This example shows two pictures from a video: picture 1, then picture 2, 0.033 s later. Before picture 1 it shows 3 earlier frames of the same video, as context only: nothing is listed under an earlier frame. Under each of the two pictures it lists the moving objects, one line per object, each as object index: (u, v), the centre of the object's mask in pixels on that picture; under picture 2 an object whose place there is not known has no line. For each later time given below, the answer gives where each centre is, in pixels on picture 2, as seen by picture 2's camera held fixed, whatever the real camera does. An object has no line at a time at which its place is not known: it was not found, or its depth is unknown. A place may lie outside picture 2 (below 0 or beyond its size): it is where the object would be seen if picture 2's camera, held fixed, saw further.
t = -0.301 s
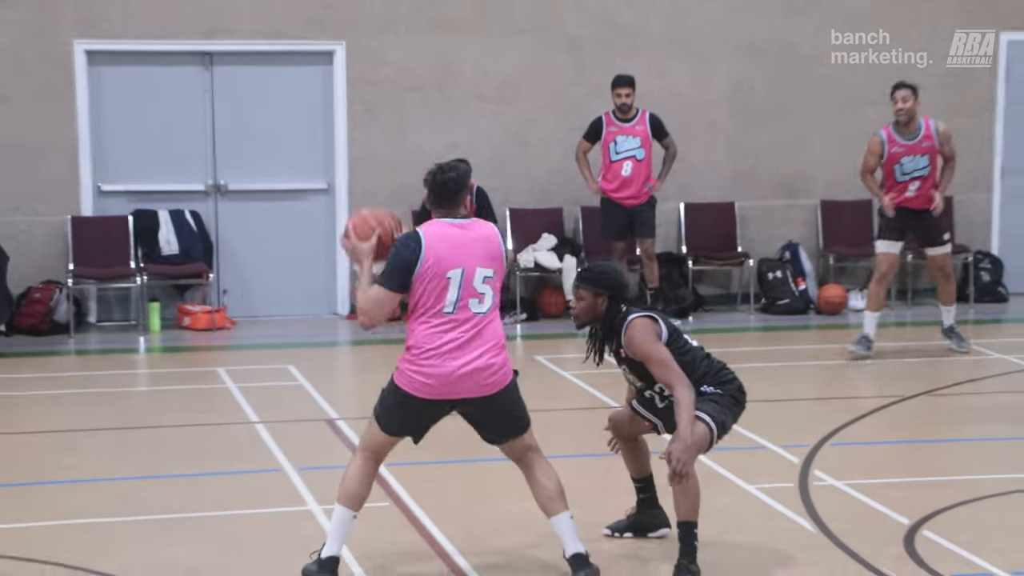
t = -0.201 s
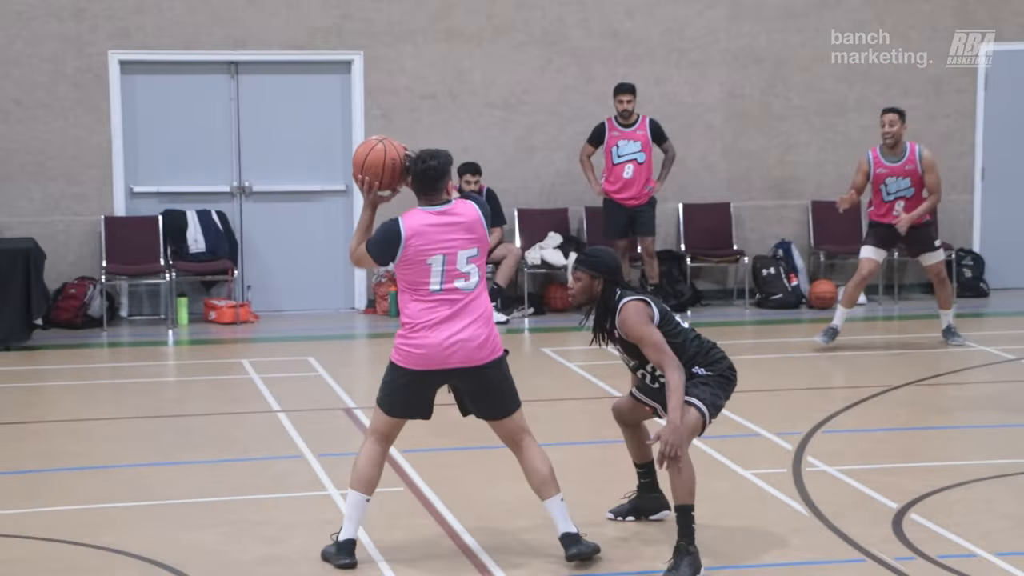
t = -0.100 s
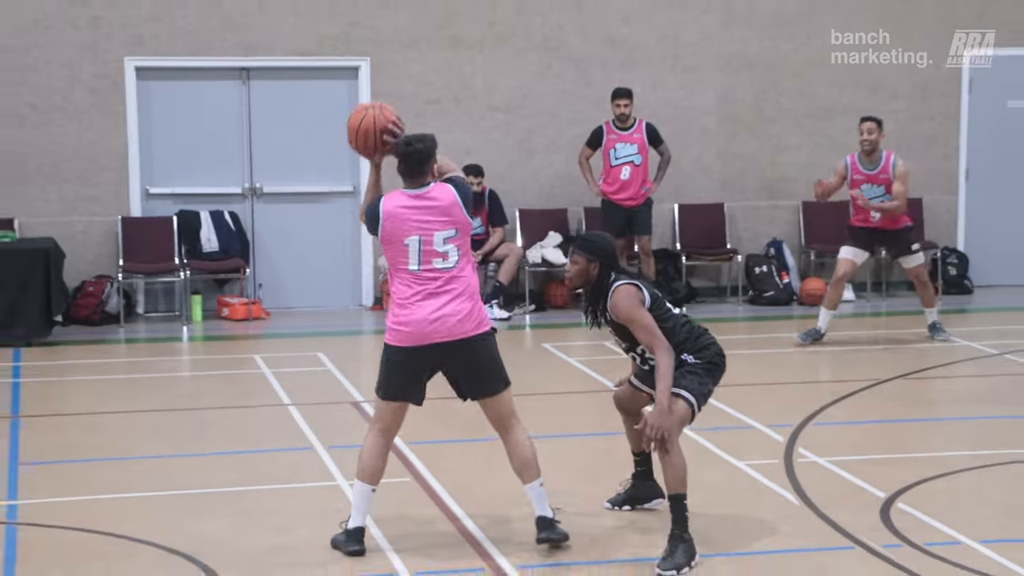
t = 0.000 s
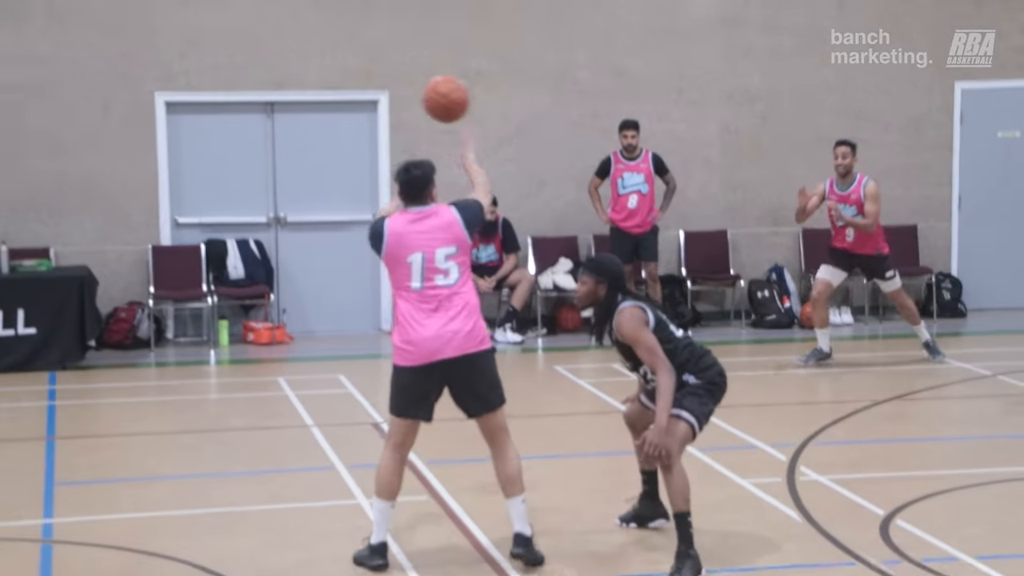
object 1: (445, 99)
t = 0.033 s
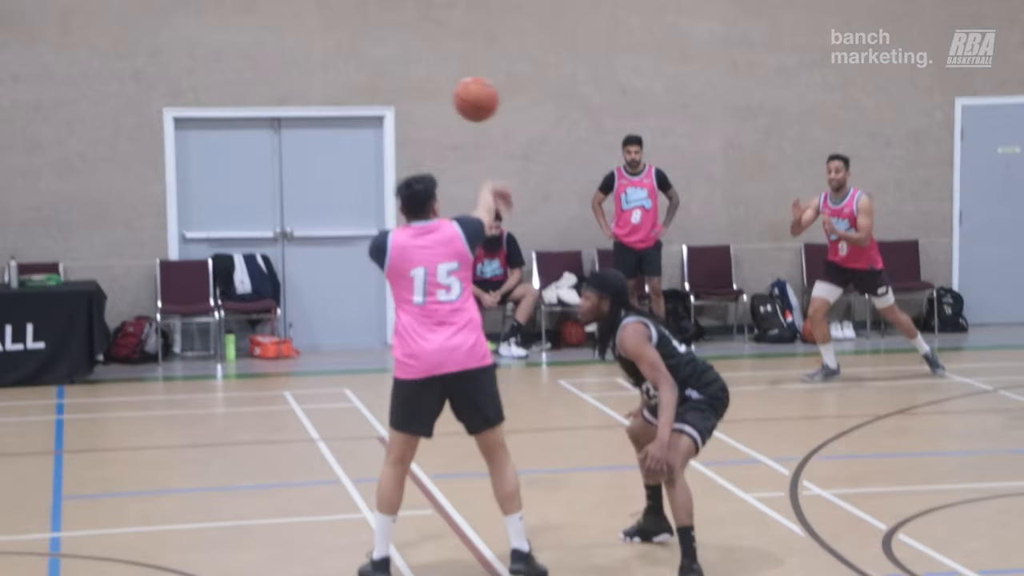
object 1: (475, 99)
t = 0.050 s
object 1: (487, 90)
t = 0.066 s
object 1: (500, 85)
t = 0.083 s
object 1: (511, 79)
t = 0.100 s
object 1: (522, 75)
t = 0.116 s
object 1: (534, 71)
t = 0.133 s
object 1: (546, 66)
